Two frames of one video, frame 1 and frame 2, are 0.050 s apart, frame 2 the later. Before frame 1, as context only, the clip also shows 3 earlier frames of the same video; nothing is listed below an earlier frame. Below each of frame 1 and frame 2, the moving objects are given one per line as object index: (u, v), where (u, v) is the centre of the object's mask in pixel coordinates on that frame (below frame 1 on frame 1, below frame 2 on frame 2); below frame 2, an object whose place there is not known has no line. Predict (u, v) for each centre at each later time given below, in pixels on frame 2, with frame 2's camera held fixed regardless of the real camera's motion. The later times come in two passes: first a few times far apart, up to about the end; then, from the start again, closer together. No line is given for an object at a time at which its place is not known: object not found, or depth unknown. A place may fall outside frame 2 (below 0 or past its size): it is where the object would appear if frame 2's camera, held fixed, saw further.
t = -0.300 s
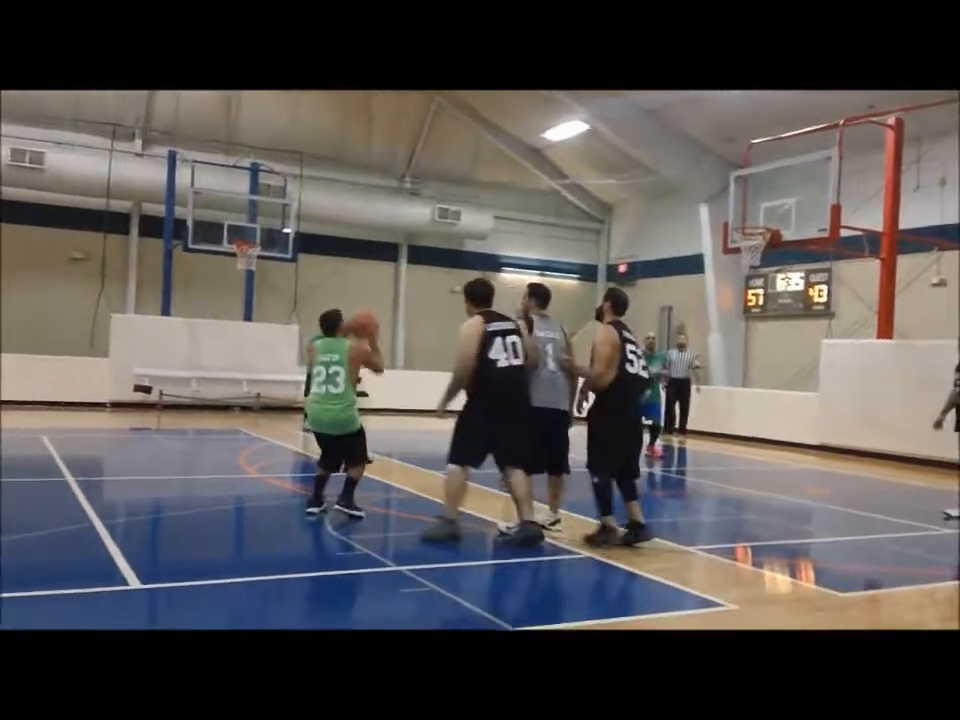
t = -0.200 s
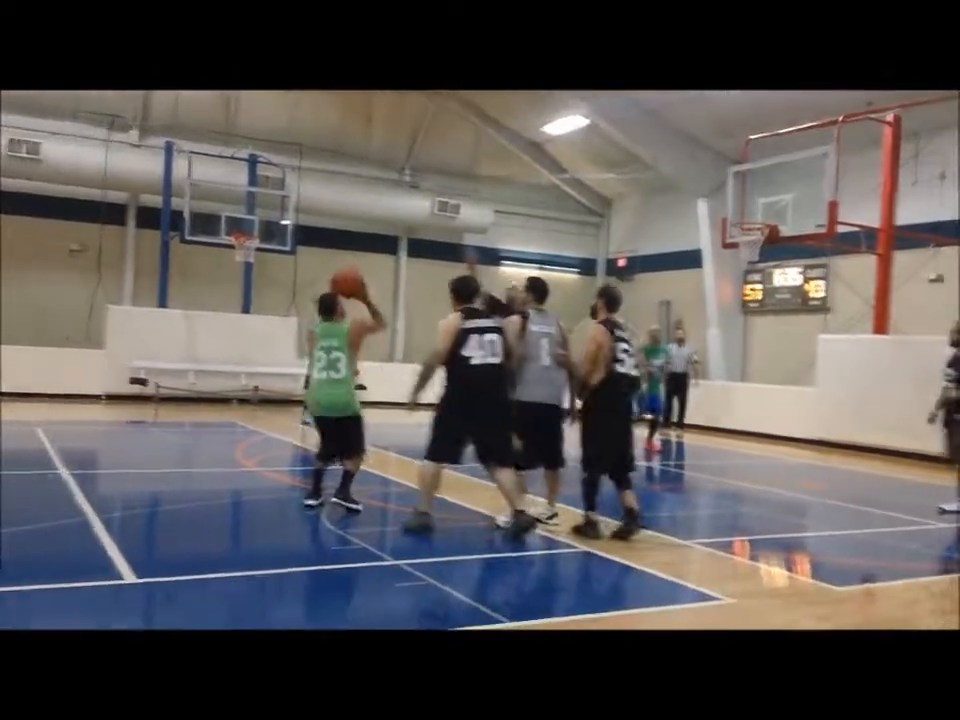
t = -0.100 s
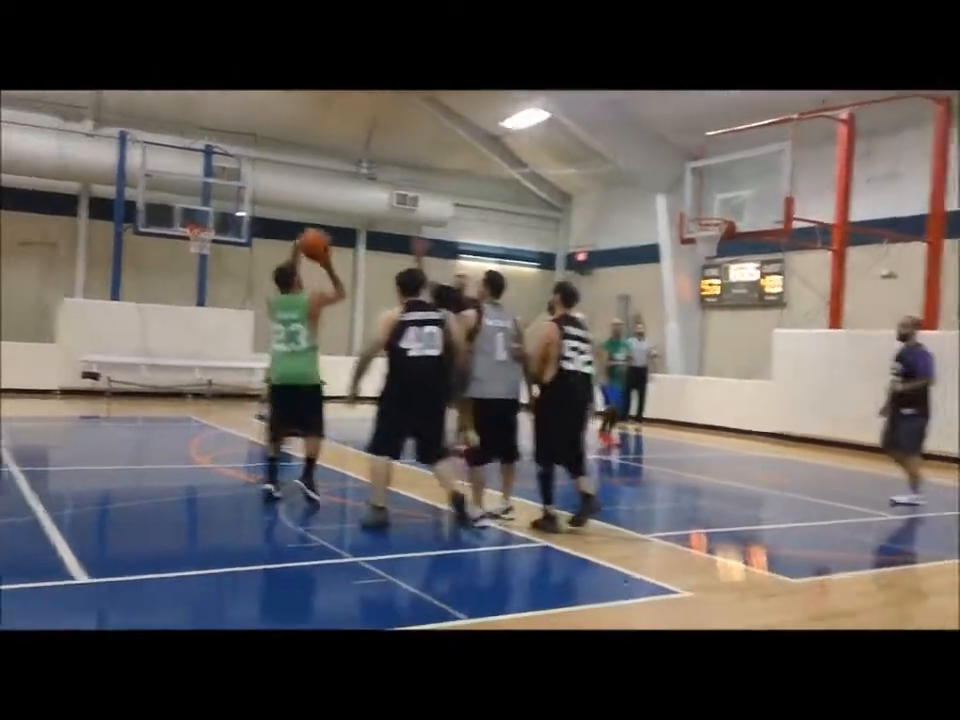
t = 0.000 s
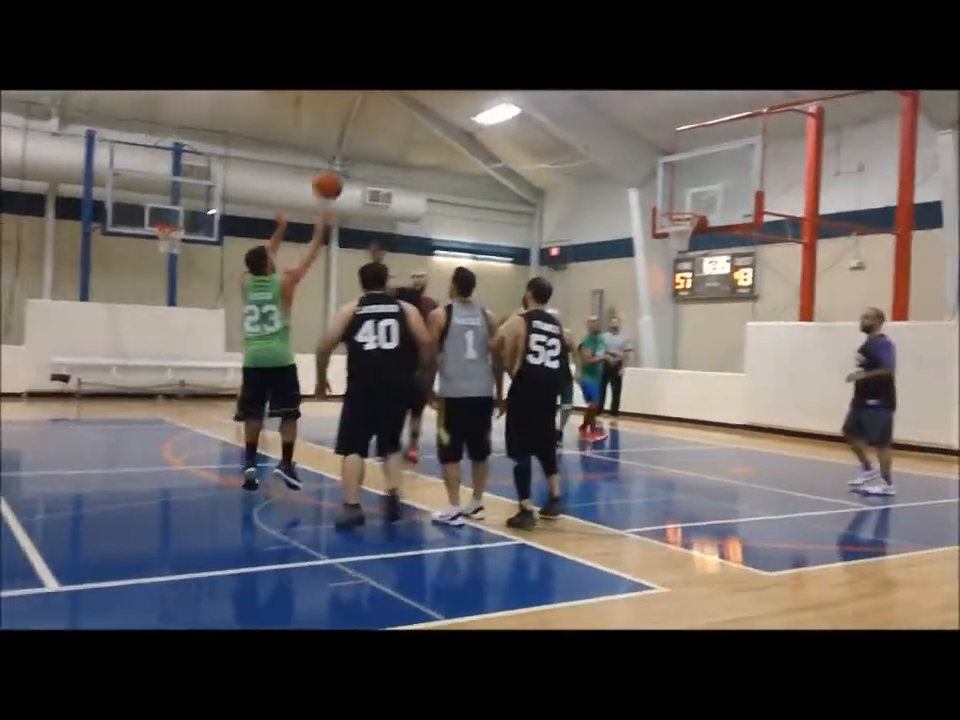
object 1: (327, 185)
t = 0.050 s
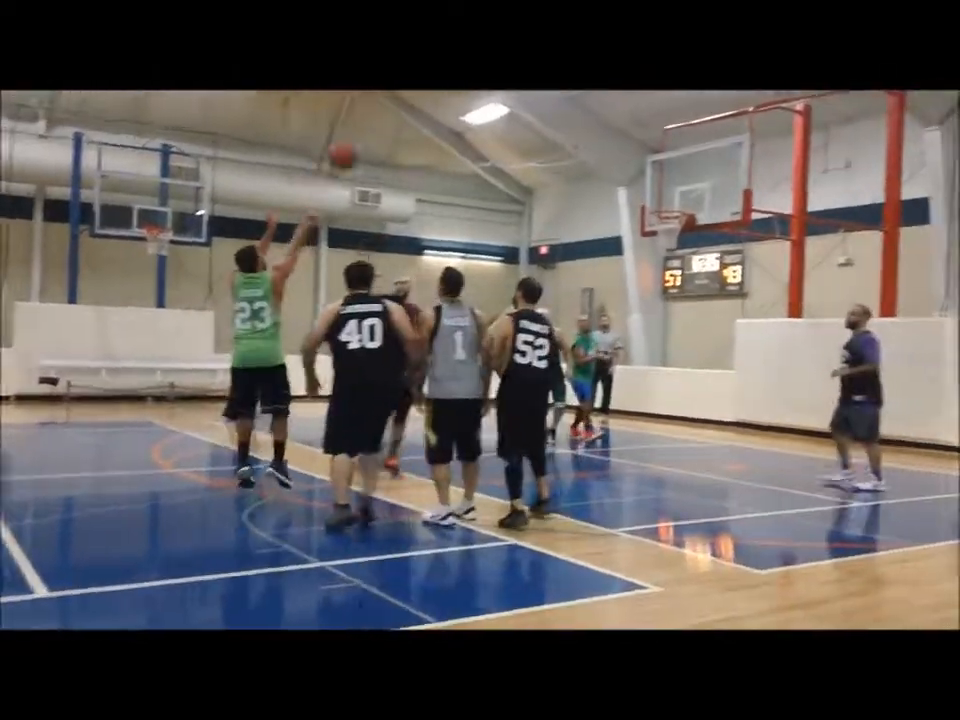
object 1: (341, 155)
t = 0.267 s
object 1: (441, 72)
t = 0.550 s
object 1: (538, 47)
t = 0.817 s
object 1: (607, 91)
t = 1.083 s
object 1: (663, 182)
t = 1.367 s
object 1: (704, 159)
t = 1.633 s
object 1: (743, 151)
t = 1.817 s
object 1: (774, 183)
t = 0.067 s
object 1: (352, 147)
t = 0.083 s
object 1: (361, 139)
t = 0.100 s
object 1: (367, 129)
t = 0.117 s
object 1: (375, 120)
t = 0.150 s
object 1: (391, 104)
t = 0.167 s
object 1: (399, 99)
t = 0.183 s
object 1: (406, 93)
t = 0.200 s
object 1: (414, 87)
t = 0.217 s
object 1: (421, 82)
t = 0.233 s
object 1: (428, 78)
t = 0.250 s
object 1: (435, 74)
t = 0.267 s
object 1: (441, 72)
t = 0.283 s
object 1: (447, 69)
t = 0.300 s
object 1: (454, 66)
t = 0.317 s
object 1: (460, 62)
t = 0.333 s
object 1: (467, 59)
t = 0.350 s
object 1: (472, 57)
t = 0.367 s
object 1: (478, 55)
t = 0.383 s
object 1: (483, 53)
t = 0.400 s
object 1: (490, 52)
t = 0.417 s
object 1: (496, 51)
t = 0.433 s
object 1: (501, 50)
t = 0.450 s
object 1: (506, 49)
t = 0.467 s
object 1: (511, 48)
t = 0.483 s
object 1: (517, 48)
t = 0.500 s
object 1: (523, 48)
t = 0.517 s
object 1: (528, 47)
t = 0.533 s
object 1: (533, 47)
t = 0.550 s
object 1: (538, 47)
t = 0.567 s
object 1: (542, 46)
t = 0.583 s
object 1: (547, 47)
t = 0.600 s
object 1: (552, 50)
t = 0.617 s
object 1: (557, 50)
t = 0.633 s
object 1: (561, 52)
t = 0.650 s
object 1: (567, 55)
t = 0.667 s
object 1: (570, 58)
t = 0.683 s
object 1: (574, 59)
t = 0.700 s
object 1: (581, 63)
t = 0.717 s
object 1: (586, 66)
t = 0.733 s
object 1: (590, 73)
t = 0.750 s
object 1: (594, 77)
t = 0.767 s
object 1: (598, 79)
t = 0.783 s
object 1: (602, 83)
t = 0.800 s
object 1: (606, 89)
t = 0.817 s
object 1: (607, 91)
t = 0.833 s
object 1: (611, 94)
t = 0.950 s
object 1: (638, 134)
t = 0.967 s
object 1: (640, 136)
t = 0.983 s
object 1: (644, 142)
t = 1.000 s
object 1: (647, 148)
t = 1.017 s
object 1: (652, 157)
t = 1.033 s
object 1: (653, 162)
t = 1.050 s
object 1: (655, 168)
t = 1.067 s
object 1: (658, 172)
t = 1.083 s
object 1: (663, 182)
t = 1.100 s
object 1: (665, 188)
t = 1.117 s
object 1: (667, 193)
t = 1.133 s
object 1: (669, 202)
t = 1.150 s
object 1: (670, 202)
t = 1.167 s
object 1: (673, 200)
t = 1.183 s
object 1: (676, 195)
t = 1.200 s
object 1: (678, 191)
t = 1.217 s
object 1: (681, 187)
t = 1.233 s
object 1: (684, 183)
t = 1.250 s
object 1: (685, 180)
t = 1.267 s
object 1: (687, 176)
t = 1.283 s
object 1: (691, 172)
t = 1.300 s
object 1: (694, 171)
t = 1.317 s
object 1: (696, 167)
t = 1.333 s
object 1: (698, 164)
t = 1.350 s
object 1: (700, 161)
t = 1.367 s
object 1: (704, 159)
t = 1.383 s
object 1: (707, 158)
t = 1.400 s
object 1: (709, 156)
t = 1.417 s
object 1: (711, 153)
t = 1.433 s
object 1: (713, 151)
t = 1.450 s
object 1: (715, 150)
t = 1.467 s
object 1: (719, 149)
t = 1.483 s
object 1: (721, 149)
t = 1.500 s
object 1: (726, 147)
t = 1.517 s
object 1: (727, 147)
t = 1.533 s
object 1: (729, 147)
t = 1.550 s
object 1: (731, 147)
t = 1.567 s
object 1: (733, 148)
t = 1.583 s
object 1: (737, 148)
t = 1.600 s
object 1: (739, 148)
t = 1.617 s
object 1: (742, 150)
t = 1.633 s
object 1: (743, 151)
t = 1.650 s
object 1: (747, 153)
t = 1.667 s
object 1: (750, 154)
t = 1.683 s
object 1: (754, 157)
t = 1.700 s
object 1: (755, 159)
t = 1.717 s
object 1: (759, 161)
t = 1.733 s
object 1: (761, 165)
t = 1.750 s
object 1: (764, 168)
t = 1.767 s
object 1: (767, 172)
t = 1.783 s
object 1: (769, 175)
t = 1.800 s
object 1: (771, 179)
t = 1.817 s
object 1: (774, 183)
